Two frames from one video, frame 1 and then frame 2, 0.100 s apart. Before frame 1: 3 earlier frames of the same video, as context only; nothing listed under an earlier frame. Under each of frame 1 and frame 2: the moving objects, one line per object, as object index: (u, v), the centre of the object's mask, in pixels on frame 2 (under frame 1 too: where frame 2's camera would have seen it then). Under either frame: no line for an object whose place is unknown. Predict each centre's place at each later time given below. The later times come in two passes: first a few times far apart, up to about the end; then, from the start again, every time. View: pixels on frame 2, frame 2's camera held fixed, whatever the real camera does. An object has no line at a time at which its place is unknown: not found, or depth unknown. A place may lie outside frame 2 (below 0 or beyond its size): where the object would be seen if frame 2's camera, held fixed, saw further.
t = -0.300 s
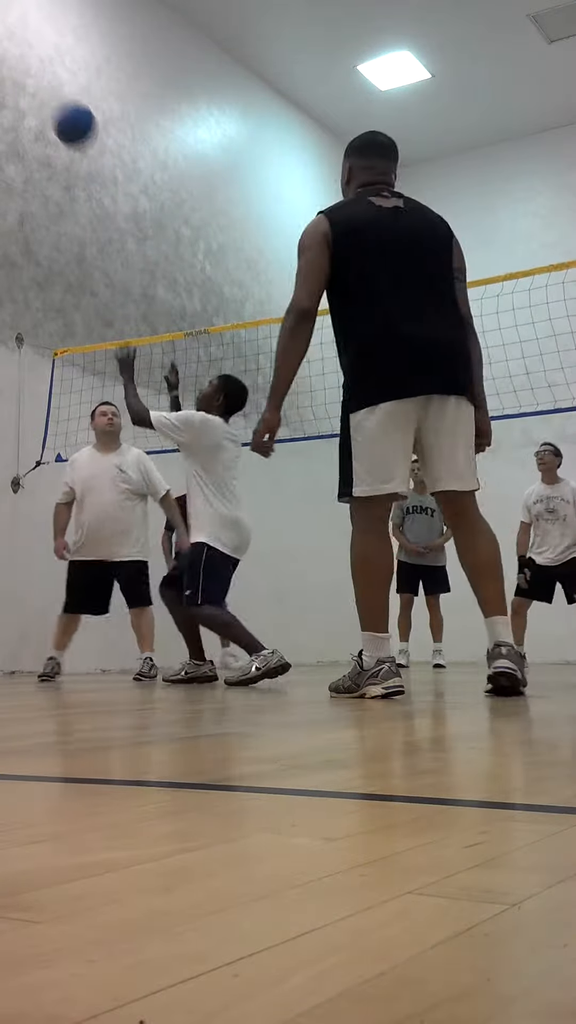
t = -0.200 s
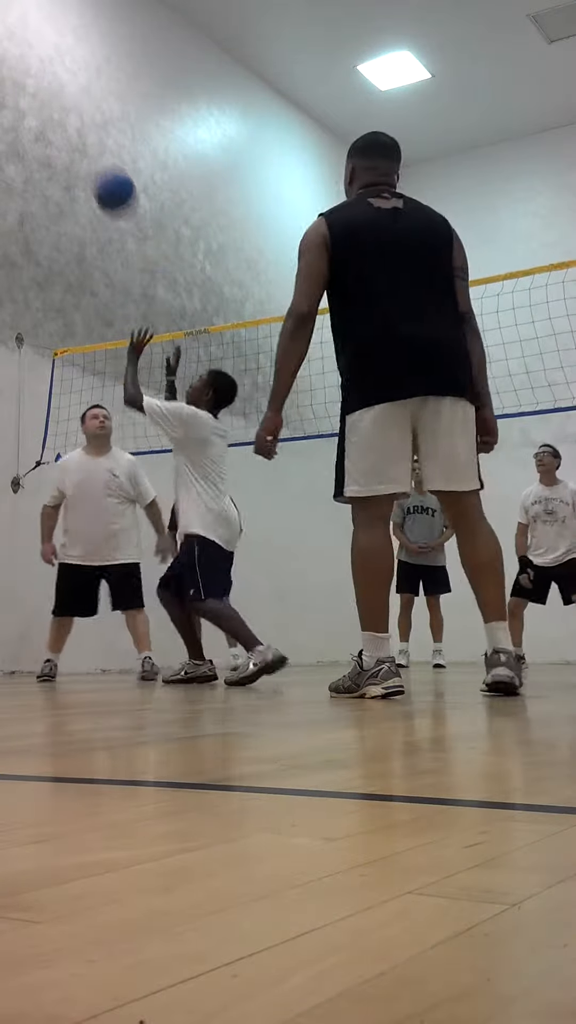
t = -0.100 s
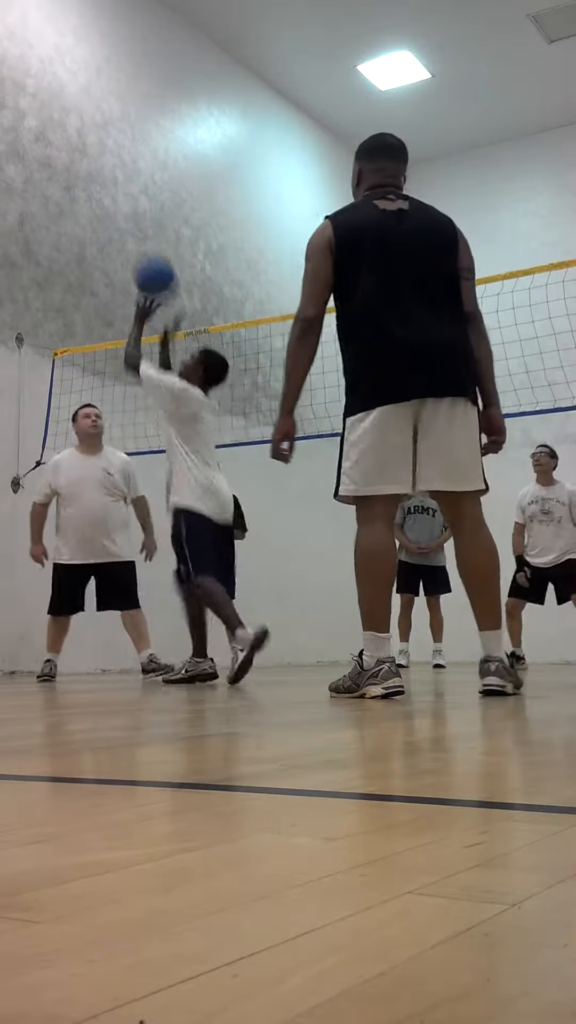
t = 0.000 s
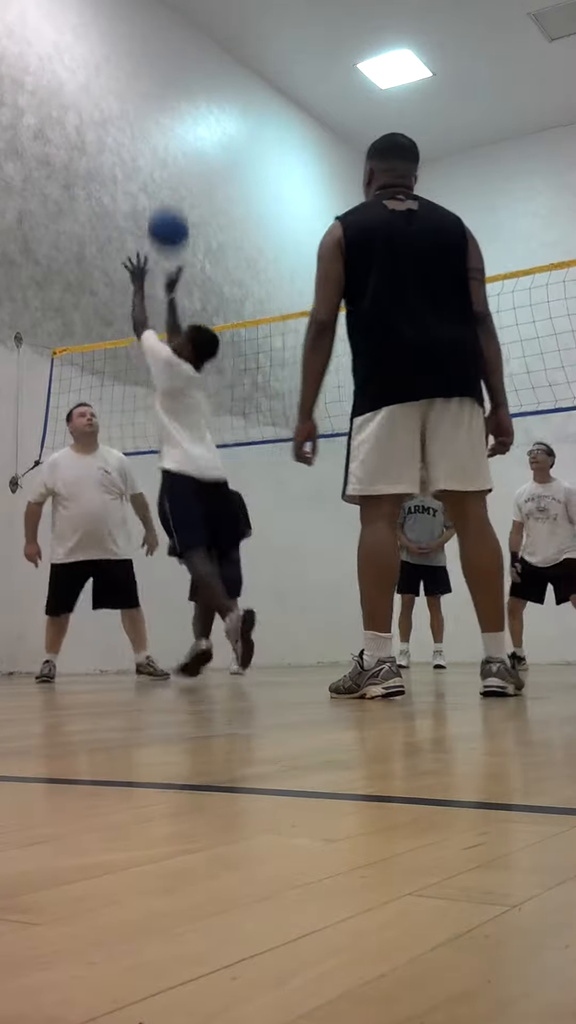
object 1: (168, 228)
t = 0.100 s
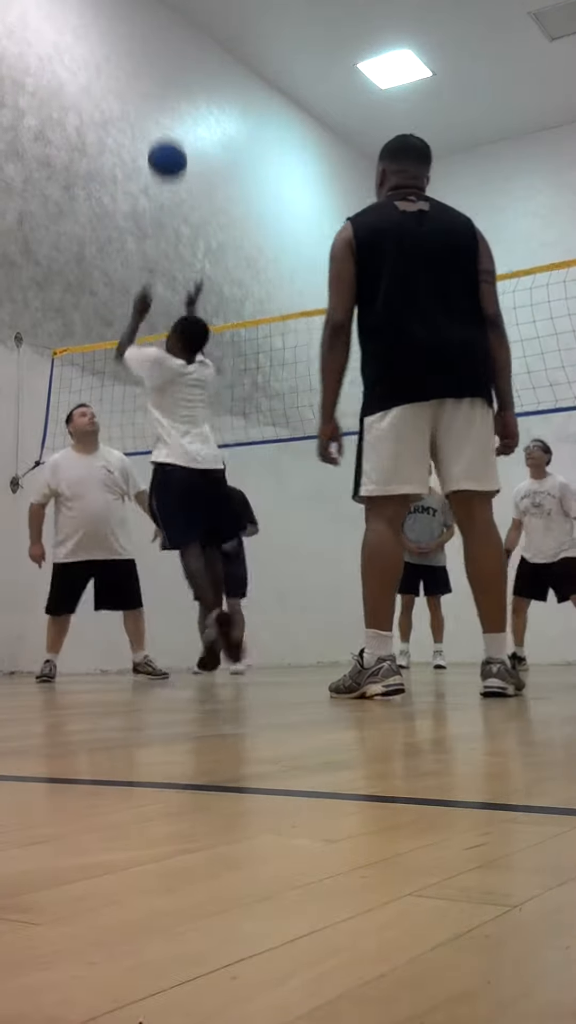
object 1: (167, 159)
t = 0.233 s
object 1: (166, 103)
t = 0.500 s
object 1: (165, 81)
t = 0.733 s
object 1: (164, 141)
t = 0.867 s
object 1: (163, 204)
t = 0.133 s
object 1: (167, 141)
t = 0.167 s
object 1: (166, 126)
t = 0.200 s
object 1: (166, 113)
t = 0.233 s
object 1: (166, 103)
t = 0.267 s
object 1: (165, 94)
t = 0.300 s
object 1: (165, 87)
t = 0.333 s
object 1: (165, 83)
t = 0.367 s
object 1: (165, 79)
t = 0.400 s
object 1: (165, 77)
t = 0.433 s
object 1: (165, 77)
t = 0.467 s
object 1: (165, 78)
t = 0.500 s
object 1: (165, 81)
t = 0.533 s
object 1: (165, 85)
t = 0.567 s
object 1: (165, 91)
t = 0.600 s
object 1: (164, 98)
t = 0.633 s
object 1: (164, 107)
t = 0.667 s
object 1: (164, 117)
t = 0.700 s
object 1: (164, 128)
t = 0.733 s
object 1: (164, 141)
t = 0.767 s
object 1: (163, 155)
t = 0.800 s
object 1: (163, 170)
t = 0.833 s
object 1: (163, 187)
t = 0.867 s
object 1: (163, 204)
